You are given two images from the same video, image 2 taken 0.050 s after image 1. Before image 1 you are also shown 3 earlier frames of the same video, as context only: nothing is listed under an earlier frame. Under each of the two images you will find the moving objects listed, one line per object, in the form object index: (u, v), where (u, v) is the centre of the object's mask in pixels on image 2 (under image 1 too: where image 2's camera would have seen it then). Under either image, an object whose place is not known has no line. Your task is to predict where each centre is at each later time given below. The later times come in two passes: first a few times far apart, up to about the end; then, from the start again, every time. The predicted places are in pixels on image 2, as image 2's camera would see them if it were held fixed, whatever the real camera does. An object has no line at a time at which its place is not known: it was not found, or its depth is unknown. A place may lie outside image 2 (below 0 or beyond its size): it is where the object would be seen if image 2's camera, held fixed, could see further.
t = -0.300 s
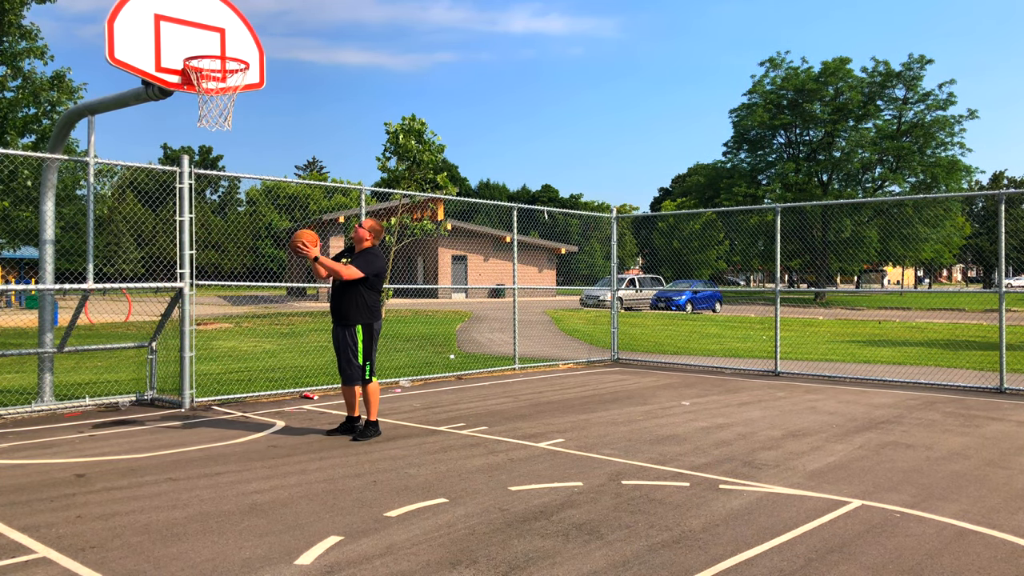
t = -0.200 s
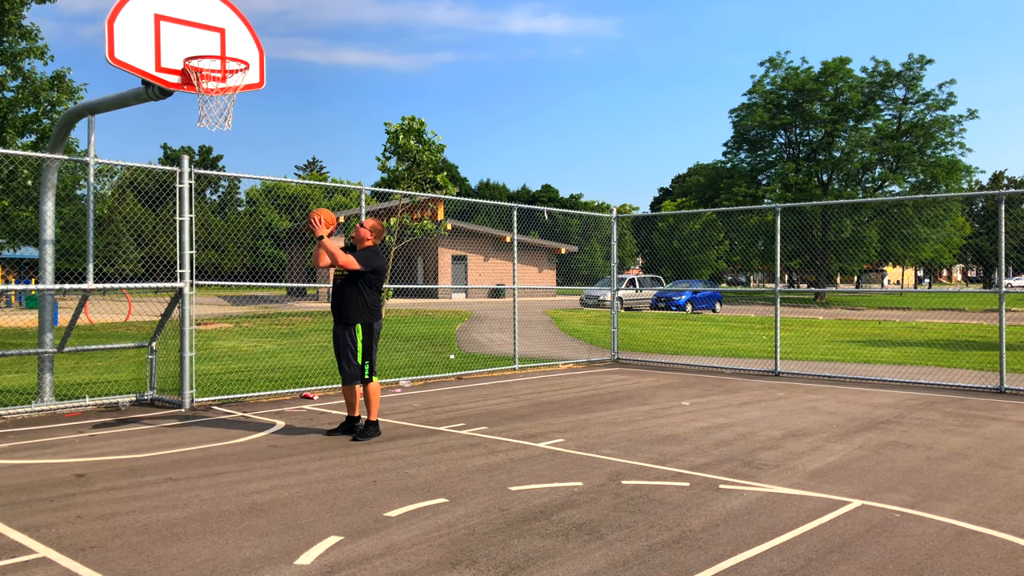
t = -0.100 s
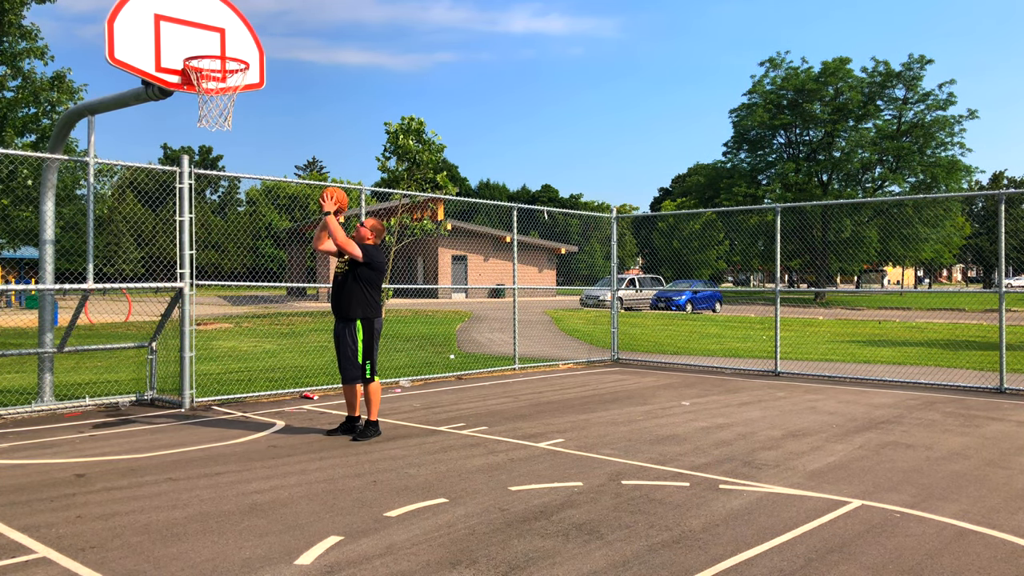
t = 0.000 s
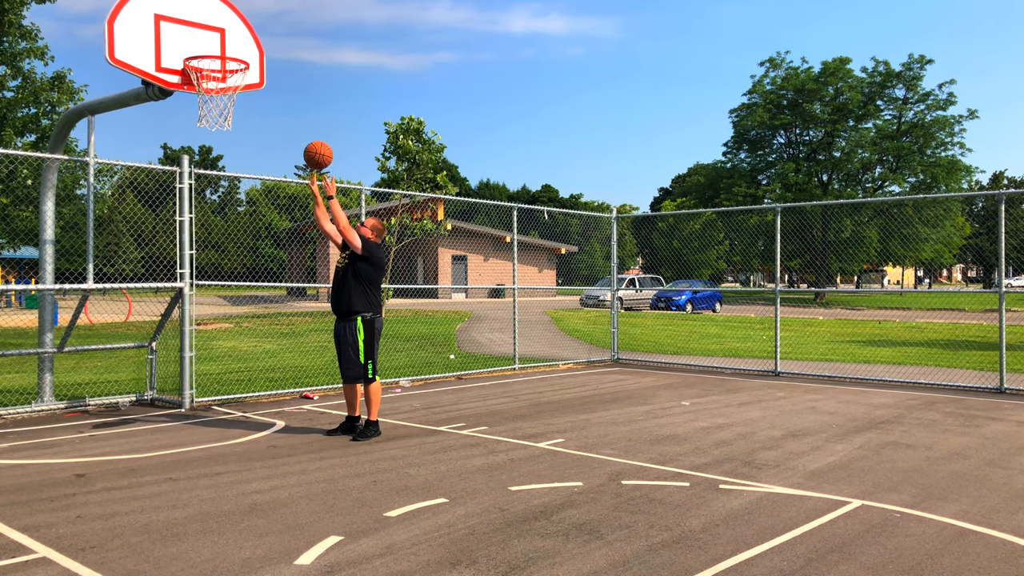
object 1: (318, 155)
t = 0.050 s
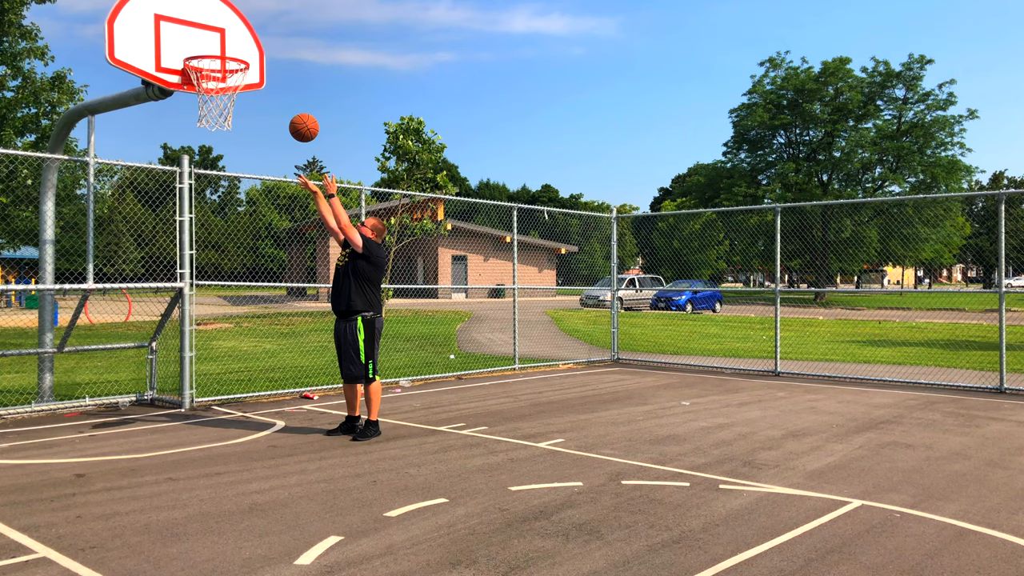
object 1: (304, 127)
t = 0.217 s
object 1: (257, 56)
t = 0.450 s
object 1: (231, 26)
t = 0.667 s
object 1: (222, 63)
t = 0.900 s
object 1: (206, 138)
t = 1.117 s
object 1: (201, 238)
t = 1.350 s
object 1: (196, 406)
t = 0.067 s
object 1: (299, 119)
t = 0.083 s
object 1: (294, 111)
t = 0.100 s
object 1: (290, 103)
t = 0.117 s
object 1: (285, 95)
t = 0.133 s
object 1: (280, 88)
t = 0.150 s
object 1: (276, 81)
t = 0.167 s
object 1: (271, 75)
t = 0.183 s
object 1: (266, 68)
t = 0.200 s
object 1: (262, 62)
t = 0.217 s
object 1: (257, 56)
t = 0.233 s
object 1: (252, 51)
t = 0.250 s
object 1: (247, 46)
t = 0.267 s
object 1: (242, 42)
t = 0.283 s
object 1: (237, 37)
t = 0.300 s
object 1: (235, 34)
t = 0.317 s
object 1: (235, 32)
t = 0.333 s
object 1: (234, 30)
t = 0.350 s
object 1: (234, 29)
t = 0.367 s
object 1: (233, 27)
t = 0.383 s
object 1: (232, 26)
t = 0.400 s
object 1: (232, 26)
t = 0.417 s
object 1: (232, 25)
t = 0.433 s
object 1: (231, 25)
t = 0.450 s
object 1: (231, 26)
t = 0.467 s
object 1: (230, 27)
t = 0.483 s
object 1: (230, 28)
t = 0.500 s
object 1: (229, 29)
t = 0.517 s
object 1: (228, 31)
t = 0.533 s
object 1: (228, 33)
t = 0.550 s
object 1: (227, 36)
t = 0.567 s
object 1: (227, 39)
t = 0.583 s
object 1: (226, 42)
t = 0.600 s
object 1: (226, 44)
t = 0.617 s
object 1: (225, 46)
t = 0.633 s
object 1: (225, 54)
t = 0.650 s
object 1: (224, 59)
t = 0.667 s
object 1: (222, 63)
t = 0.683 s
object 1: (221, 68)
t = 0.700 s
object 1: (219, 73)
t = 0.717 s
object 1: (217, 78)
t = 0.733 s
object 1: (215, 84)
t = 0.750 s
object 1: (214, 89)
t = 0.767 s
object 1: (212, 96)
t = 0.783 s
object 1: (211, 102)
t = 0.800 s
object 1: (209, 107)
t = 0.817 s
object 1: (208, 113)
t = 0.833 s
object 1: (207, 118)
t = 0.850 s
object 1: (207, 123)
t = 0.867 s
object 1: (206, 128)
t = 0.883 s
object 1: (206, 133)
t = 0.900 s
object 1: (206, 138)
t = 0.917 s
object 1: (205, 144)
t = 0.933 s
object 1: (205, 150)
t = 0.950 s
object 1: (205, 156)
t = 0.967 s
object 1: (205, 163)
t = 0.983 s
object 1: (204, 170)
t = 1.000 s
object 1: (204, 177)
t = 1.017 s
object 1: (204, 185)
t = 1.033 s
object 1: (203, 193)
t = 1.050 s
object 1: (203, 201)
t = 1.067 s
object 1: (202, 210)
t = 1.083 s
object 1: (202, 219)
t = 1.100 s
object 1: (202, 228)
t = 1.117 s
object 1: (201, 238)
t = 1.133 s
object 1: (201, 247)
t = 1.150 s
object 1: (201, 258)
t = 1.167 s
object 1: (200, 269)
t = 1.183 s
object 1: (200, 280)
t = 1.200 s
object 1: (199, 291)
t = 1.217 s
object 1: (199, 303)
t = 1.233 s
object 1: (199, 314)
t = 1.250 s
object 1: (198, 326)
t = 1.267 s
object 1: (198, 339)
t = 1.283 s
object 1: (197, 352)
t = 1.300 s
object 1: (197, 365)
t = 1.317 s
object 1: (197, 378)
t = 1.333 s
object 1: (197, 392)
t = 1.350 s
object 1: (196, 406)
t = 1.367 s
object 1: (195, 421)
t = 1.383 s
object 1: (195, 433)
